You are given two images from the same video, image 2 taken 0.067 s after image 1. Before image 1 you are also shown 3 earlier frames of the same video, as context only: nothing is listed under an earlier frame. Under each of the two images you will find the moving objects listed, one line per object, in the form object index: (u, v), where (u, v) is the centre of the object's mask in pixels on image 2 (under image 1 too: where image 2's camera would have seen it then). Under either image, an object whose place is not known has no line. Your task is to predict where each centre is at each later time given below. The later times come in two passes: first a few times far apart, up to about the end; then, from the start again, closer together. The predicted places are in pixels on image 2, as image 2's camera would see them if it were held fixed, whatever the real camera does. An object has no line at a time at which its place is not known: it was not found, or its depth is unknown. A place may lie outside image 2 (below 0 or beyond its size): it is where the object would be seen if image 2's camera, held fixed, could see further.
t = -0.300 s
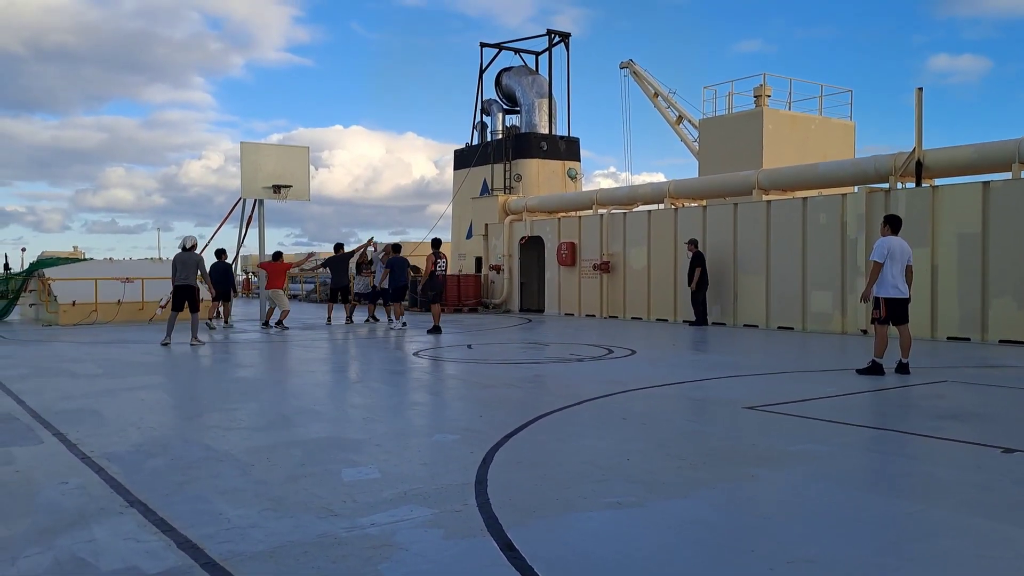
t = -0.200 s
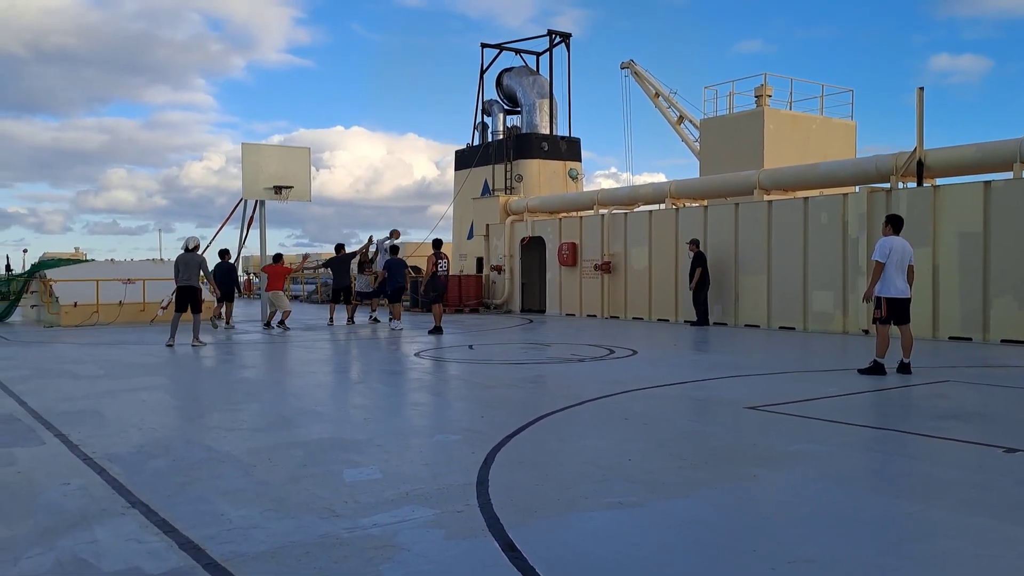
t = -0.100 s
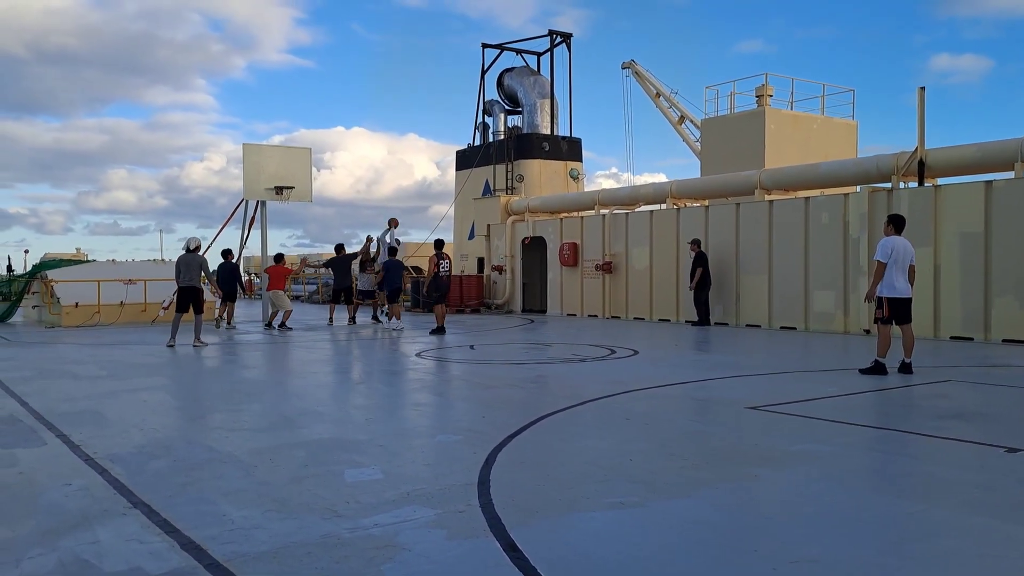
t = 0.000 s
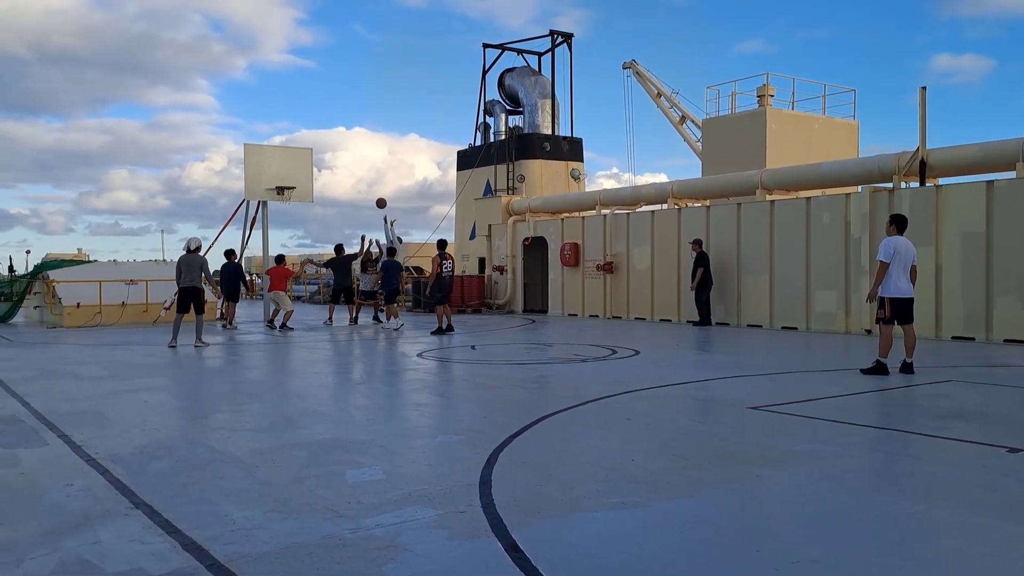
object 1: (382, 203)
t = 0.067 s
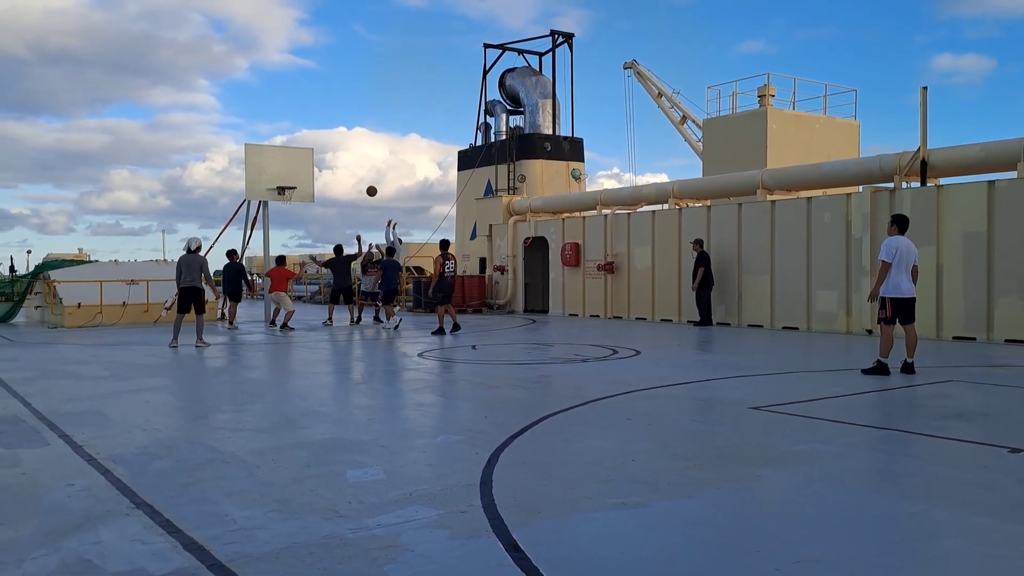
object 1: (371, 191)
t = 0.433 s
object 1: (315, 161)
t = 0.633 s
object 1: (284, 169)
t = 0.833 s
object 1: (253, 195)
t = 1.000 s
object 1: (227, 230)
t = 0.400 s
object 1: (320, 161)
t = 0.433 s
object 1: (315, 161)
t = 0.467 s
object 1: (310, 161)
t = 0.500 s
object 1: (305, 162)
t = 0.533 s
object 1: (299, 163)
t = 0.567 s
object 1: (294, 165)
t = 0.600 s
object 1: (289, 167)
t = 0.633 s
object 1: (284, 169)
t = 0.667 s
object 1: (279, 173)
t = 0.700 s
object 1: (274, 176)
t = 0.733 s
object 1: (268, 180)
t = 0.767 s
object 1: (263, 185)
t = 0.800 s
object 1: (258, 190)
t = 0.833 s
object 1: (253, 195)
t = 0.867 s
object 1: (248, 201)
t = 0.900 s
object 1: (243, 208)
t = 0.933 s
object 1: (238, 215)
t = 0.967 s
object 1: (232, 222)
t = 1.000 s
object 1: (227, 230)
